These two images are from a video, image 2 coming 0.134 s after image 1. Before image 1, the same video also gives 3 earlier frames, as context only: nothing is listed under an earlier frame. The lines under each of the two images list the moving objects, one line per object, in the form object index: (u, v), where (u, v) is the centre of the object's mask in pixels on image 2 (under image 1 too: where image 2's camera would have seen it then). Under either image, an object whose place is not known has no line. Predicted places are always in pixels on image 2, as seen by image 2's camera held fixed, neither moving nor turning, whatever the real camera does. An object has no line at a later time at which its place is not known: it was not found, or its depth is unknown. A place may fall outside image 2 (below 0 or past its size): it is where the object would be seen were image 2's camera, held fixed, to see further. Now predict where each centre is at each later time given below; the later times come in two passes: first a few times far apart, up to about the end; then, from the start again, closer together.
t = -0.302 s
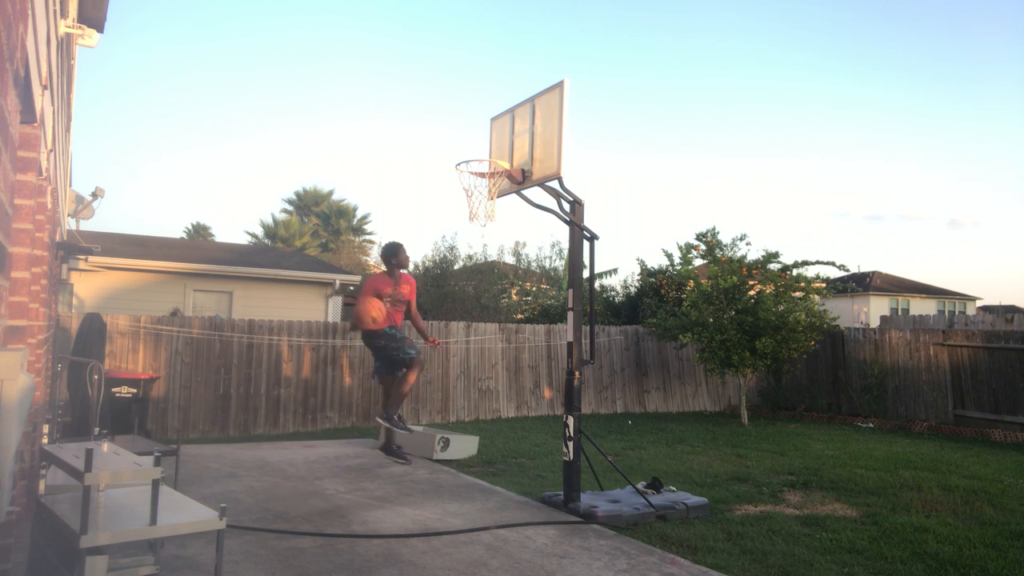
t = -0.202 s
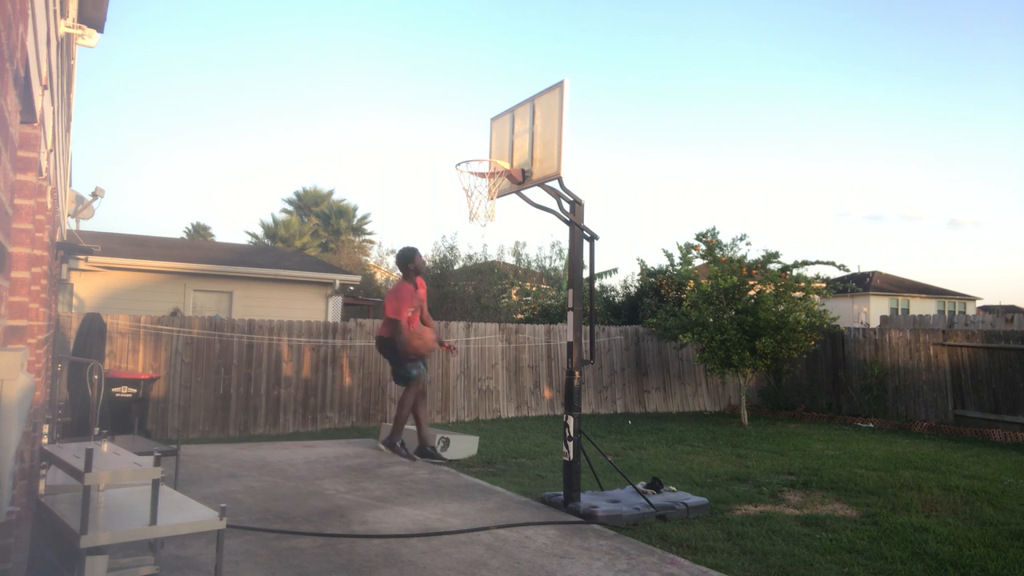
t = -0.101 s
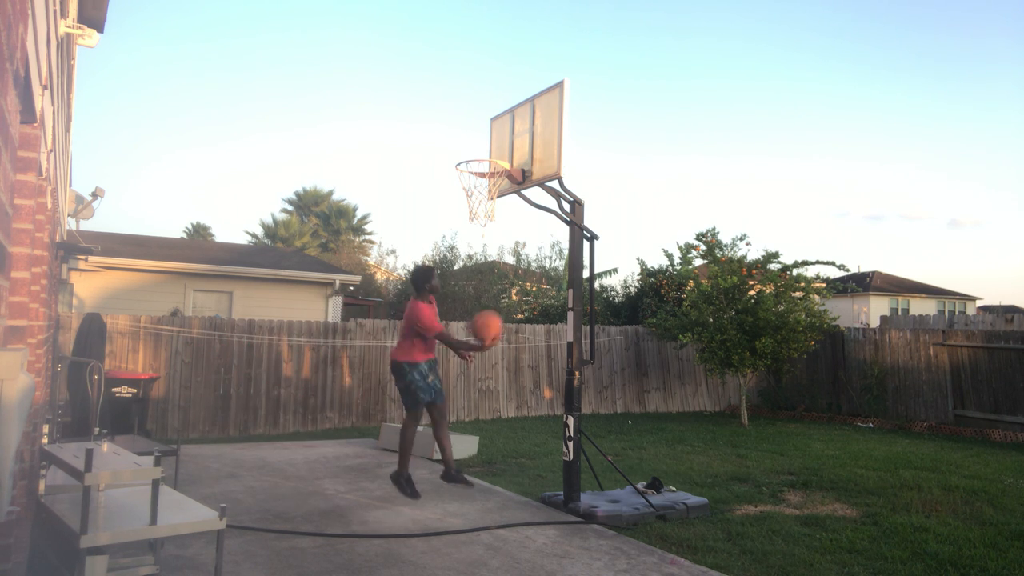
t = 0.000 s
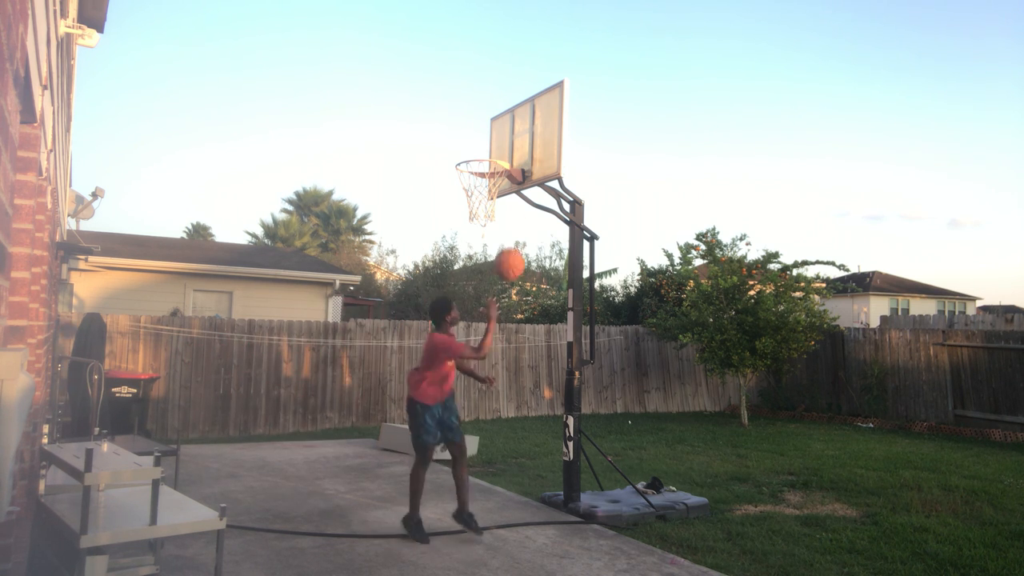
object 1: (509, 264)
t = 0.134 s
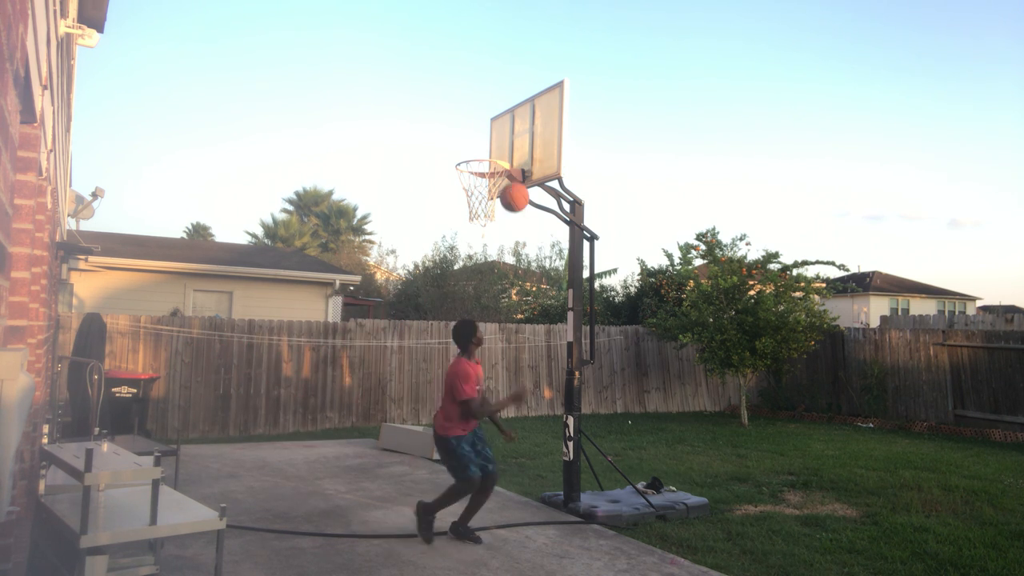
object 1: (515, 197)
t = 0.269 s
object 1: (520, 158)
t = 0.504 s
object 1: (504, 131)
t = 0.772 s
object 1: (472, 170)
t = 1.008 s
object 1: (466, 240)
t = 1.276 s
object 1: (463, 383)
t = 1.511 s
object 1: (470, 459)
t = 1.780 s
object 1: (525, 323)
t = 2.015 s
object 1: (570, 278)
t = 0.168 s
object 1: (516, 184)
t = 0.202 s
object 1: (517, 174)
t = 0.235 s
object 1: (518, 166)
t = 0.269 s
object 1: (520, 158)
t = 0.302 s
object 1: (521, 152)
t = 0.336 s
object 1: (522, 147)
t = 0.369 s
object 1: (520, 142)
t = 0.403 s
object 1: (516, 137)
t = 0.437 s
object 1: (511, 134)
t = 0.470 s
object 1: (508, 132)
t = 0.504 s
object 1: (504, 131)
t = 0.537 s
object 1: (500, 132)
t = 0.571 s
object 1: (496, 134)
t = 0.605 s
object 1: (492, 137)
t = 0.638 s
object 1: (488, 141)
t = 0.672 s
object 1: (484, 146)
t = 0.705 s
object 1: (480, 153)
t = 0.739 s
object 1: (476, 161)
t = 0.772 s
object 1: (472, 170)
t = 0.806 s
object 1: (468, 180)
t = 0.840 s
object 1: (466, 190)
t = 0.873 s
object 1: (465, 199)
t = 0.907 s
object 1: (465, 207)
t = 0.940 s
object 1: (466, 217)
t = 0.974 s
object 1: (466, 228)
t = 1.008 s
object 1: (466, 240)
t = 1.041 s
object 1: (465, 254)
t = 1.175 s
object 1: (464, 319)
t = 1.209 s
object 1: (463, 339)
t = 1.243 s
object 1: (463, 361)
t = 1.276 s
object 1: (463, 383)
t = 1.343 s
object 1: (459, 431)
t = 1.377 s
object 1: (458, 457)
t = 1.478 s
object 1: (463, 482)
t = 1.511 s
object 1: (470, 459)
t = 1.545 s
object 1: (478, 436)
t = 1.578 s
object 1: (485, 416)
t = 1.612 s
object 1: (492, 396)
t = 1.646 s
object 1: (499, 379)
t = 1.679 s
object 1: (505, 363)
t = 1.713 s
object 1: (512, 349)
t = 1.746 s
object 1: (518, 335)
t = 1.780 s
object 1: (525, 323)
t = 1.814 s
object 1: (531, 312)
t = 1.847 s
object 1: (538, 303)
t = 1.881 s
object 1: (544, 296)
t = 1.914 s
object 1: (551, 289)
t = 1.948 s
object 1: (557, 284)
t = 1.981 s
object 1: (564, 280)
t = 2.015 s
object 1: (570, 278)
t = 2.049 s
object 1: (577, 276)
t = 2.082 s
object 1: (582, 276)
